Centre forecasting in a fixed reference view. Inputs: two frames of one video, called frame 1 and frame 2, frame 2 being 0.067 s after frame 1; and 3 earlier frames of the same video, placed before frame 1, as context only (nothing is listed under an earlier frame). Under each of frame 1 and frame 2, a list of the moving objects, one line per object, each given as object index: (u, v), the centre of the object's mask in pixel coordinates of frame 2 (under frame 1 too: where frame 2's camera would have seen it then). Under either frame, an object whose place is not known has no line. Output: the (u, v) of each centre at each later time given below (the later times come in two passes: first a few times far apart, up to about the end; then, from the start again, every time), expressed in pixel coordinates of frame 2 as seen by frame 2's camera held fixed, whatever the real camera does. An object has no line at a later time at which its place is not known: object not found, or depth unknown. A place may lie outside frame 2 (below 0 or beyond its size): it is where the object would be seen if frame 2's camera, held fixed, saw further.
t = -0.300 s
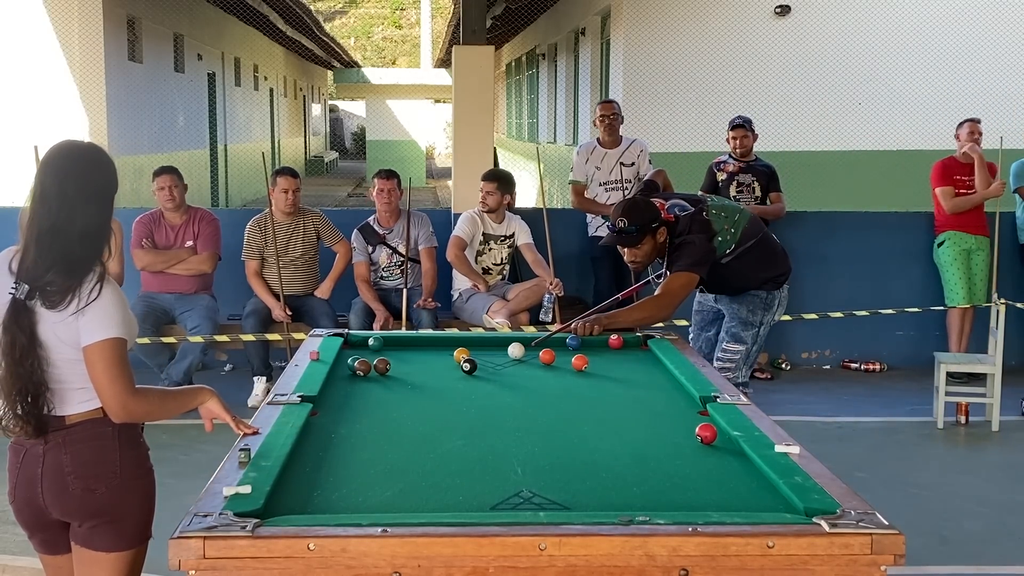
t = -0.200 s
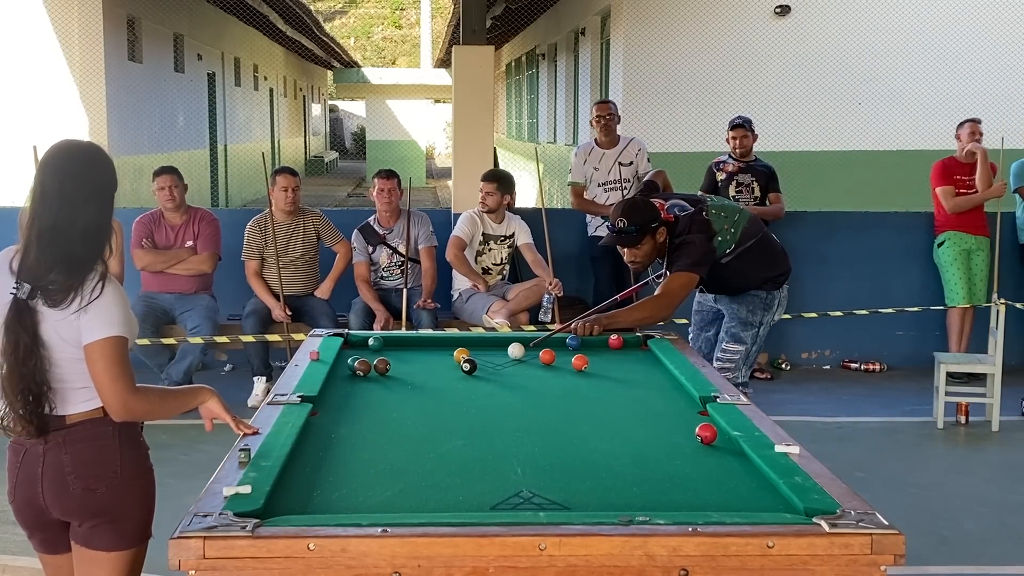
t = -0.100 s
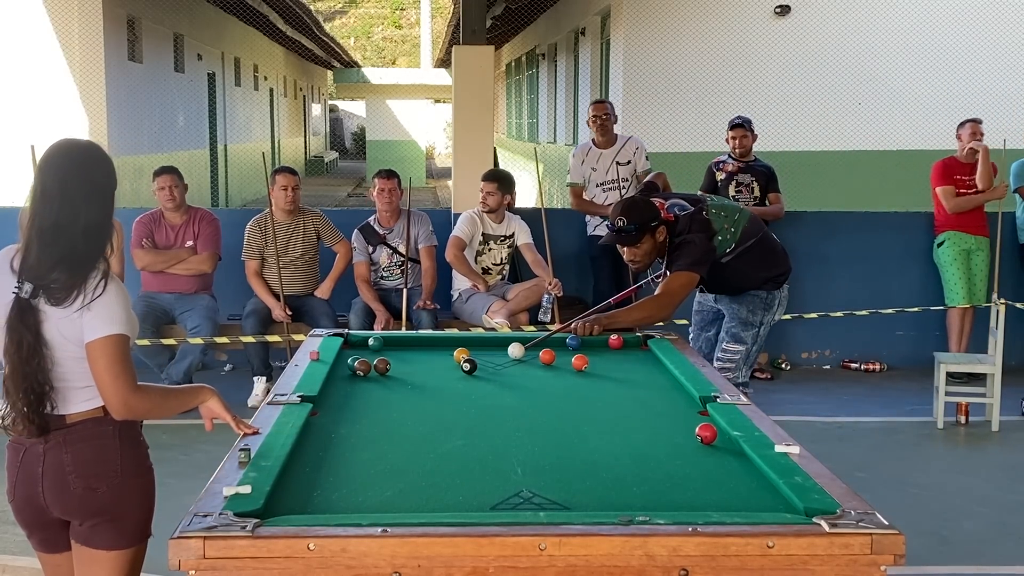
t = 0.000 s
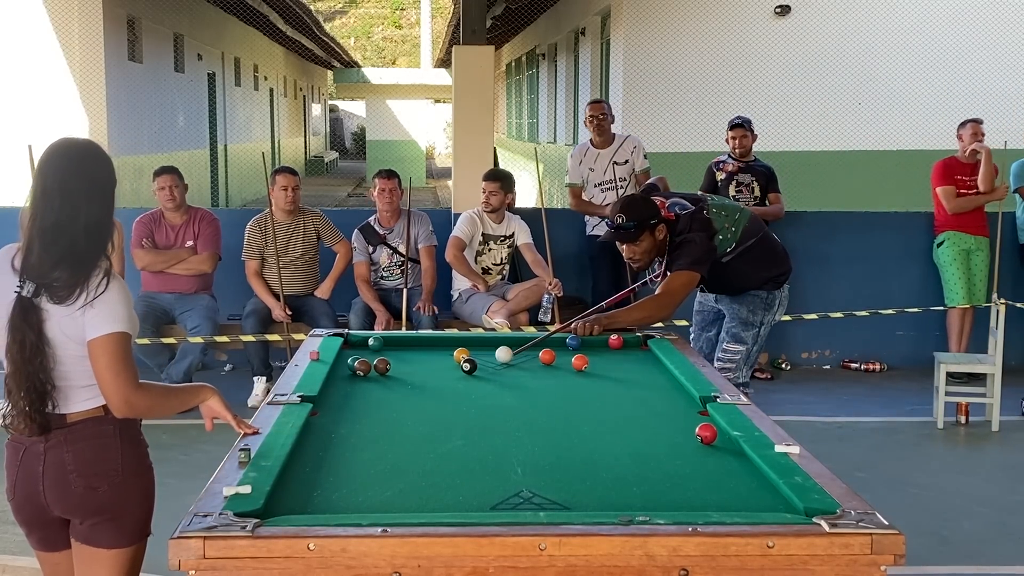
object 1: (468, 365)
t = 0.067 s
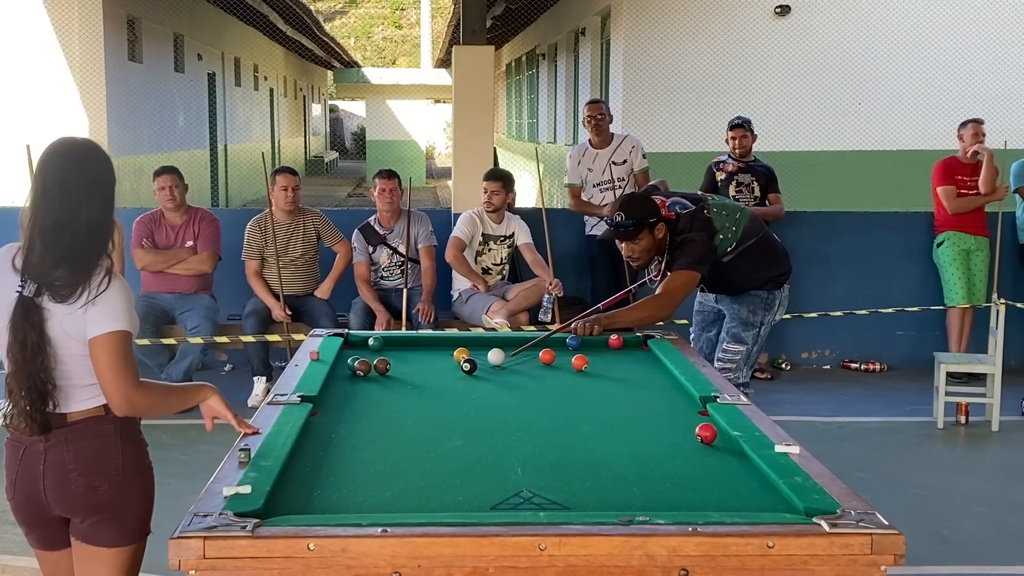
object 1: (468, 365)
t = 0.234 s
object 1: (467, 365)
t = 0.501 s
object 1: (440, 372)
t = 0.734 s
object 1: (419, 377)
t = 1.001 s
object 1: (396, 383)
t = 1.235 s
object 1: (376, 388)
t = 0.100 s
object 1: (468, 365)
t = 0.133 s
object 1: (468, 365)
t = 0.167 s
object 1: (468, 365)
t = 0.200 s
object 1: (468, 365)
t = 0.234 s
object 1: (467, 365)
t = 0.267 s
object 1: (462, 367)
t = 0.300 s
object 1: (459, 368)
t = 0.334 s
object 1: (456, 369)
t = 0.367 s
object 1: (452, 370)
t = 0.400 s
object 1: (449, 370)
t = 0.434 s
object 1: (446, 371)
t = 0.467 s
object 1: (443, 371)
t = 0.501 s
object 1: (440, 372)
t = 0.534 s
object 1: (437, 373)
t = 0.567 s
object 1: (434, 374)
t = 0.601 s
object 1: (431, 374)
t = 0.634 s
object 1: (428, 375)
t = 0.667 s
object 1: (425, 376)
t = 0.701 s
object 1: (422, 377)
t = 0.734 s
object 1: (419, 377)
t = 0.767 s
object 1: (416, 378)
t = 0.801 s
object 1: (414, 379)
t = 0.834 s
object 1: (411, 380)
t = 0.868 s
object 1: (408, 380)
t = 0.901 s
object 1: (405, 381)
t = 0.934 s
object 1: (402, 382)
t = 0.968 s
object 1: (399, 382)
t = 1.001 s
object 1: (396, 383)
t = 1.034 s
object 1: (393, 384)
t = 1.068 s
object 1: (390, 384)
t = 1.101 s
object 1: (387, 385)
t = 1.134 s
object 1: (385, 386)
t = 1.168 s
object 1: (382, 386)
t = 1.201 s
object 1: (379, 387)
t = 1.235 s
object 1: (376, 388)
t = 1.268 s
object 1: (373, 388)
